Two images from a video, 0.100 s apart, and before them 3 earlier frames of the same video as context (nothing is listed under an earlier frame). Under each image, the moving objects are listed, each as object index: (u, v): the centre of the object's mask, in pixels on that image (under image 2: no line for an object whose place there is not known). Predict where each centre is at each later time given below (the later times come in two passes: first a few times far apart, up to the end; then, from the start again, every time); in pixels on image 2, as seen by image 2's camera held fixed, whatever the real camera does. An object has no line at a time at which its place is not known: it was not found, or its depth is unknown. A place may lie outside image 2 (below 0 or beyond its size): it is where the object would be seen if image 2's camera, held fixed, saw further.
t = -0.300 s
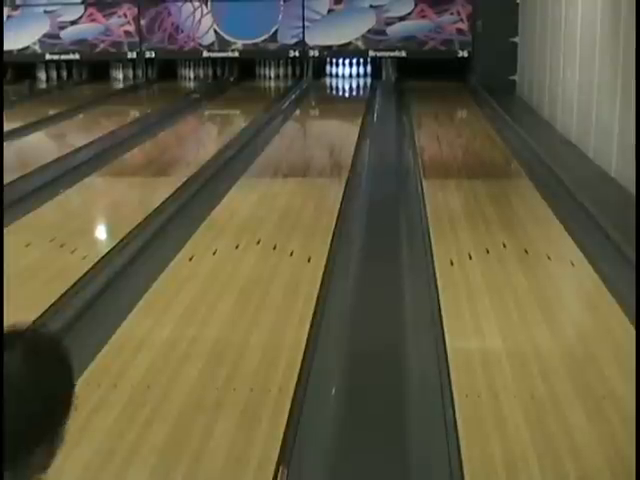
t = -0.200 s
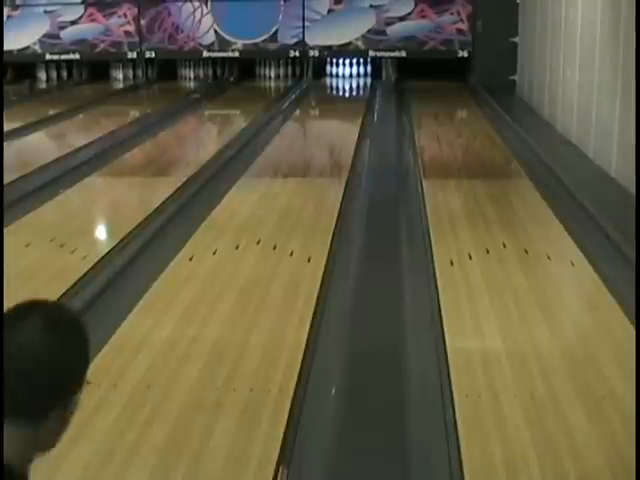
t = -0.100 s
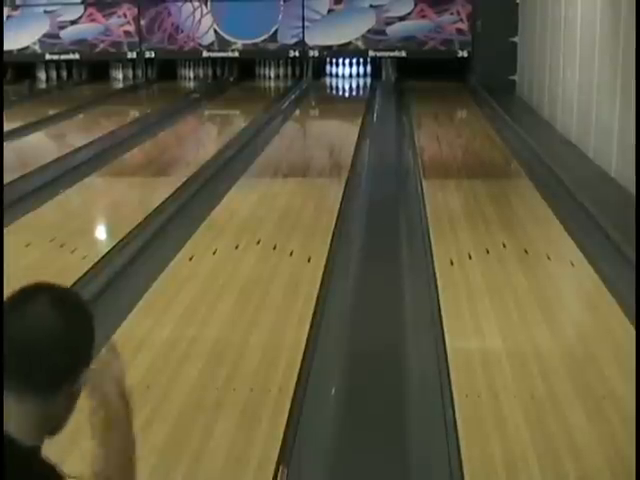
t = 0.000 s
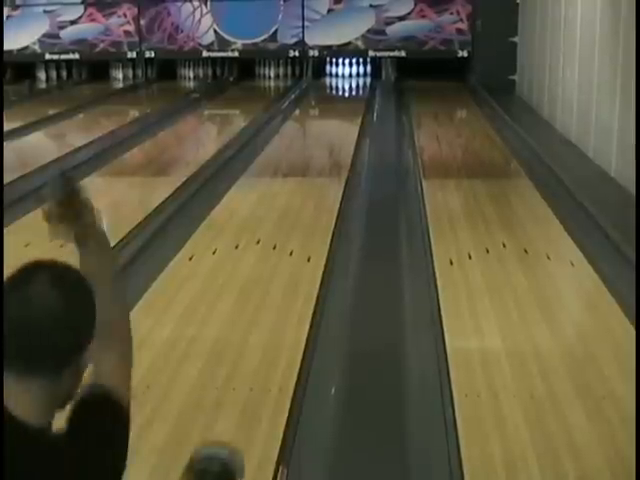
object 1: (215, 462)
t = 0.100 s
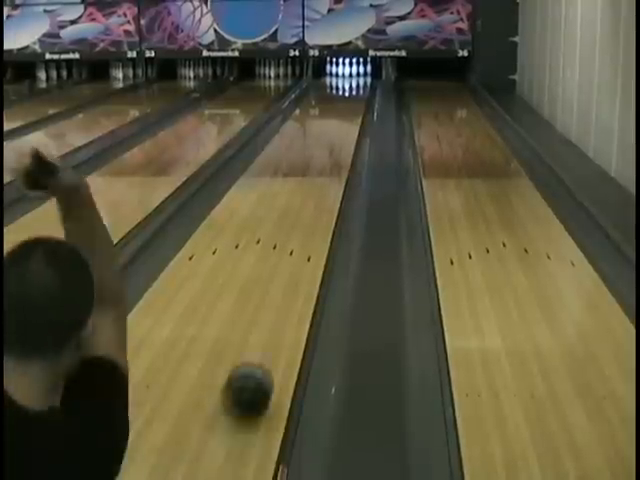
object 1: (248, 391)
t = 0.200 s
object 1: (273, 330)
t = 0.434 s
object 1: (308, 242)
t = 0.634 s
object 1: (326, 198)
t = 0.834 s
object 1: (337, 167)
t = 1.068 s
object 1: (346, 142)
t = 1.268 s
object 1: (351, 125)
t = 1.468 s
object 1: (354, 113)
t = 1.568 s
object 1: (356, 107)
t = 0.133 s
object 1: (257, 368)
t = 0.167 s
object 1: (265, 348)
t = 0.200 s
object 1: (273, 330)
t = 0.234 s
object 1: (280, 314)
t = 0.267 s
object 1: (285, 300)
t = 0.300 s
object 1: (291, 286)
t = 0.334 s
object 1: (296, 274)
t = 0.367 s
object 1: (300, 262)
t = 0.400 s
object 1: (305, 252)
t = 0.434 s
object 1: (308, 242)
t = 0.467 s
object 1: (312, 233)
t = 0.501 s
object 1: (315, 225)
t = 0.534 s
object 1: (318, 217)
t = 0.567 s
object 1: (321, 210)
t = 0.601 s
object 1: (323, 204)
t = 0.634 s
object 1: (326, 198)
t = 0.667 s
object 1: (328, 192)
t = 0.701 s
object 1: (330, 187)
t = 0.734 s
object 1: (332, 181)
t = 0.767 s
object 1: (333, 176)
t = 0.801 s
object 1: (335, 172)
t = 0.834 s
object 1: (337, 167)
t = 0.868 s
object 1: (338, 163)
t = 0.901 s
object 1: (340, 160)
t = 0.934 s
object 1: (341, 156)
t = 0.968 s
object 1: (343, 152)
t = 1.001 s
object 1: (344, 148)
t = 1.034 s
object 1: (345, 145)
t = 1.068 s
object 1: (346, 142)
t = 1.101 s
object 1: (347, 139)
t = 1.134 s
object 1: (348, 136)
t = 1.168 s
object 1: (348, 133)
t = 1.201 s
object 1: (349, 130)
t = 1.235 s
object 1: (350, 128)
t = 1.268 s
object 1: (351, 125)
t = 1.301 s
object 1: (352, 123)
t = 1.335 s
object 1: (352, 121)
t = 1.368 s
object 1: (353, 119)
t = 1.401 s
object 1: (353, 117)
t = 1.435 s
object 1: (353, 115)
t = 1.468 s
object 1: (354, 113)
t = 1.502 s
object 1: (355, 110)
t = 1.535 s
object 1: (355, 109)
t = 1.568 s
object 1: (356, 107)
